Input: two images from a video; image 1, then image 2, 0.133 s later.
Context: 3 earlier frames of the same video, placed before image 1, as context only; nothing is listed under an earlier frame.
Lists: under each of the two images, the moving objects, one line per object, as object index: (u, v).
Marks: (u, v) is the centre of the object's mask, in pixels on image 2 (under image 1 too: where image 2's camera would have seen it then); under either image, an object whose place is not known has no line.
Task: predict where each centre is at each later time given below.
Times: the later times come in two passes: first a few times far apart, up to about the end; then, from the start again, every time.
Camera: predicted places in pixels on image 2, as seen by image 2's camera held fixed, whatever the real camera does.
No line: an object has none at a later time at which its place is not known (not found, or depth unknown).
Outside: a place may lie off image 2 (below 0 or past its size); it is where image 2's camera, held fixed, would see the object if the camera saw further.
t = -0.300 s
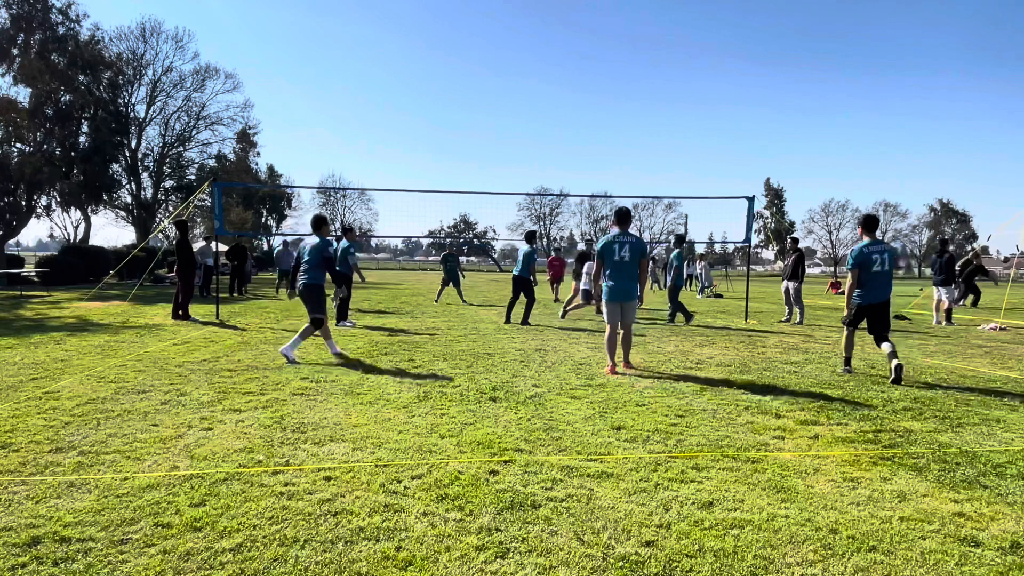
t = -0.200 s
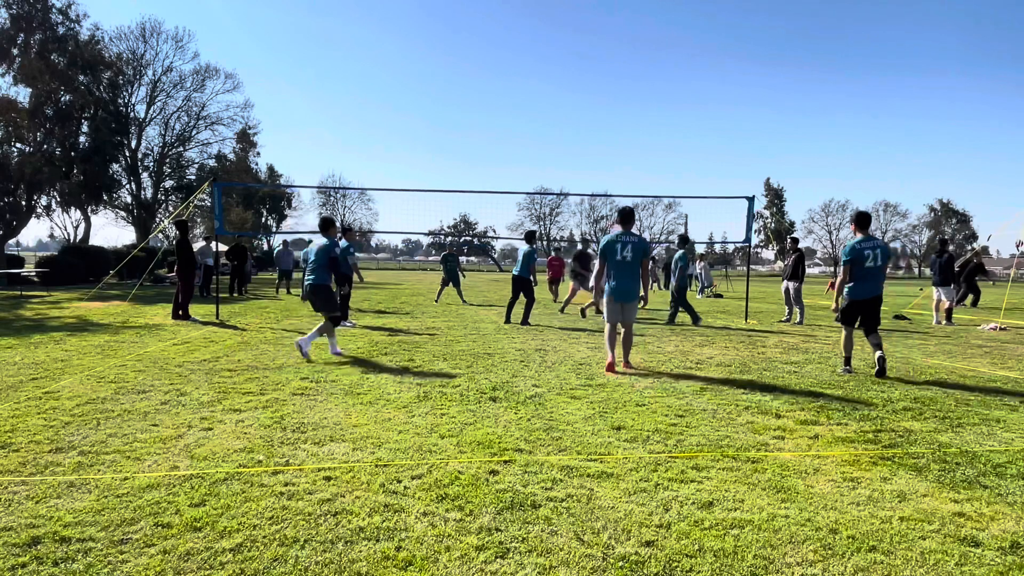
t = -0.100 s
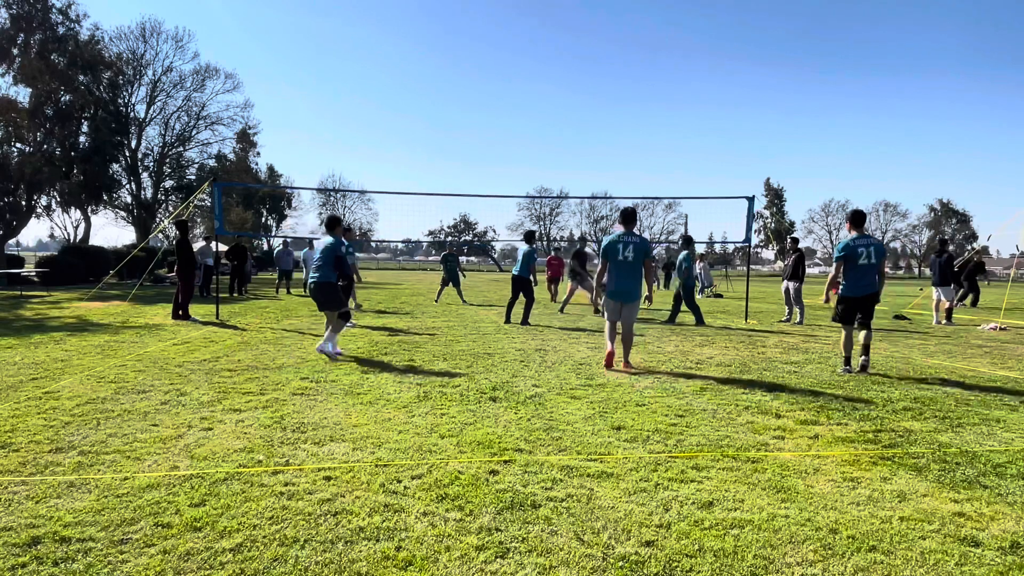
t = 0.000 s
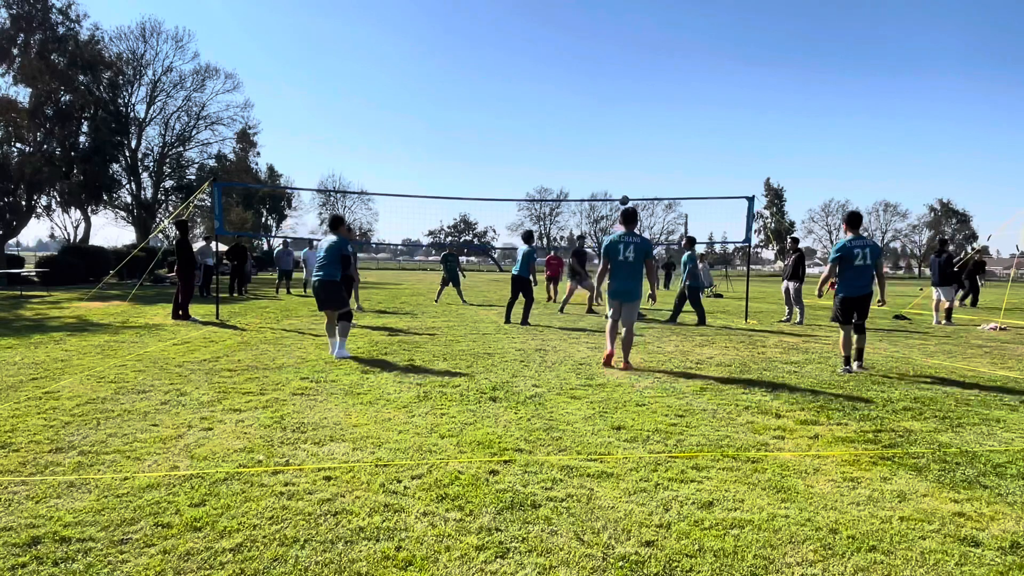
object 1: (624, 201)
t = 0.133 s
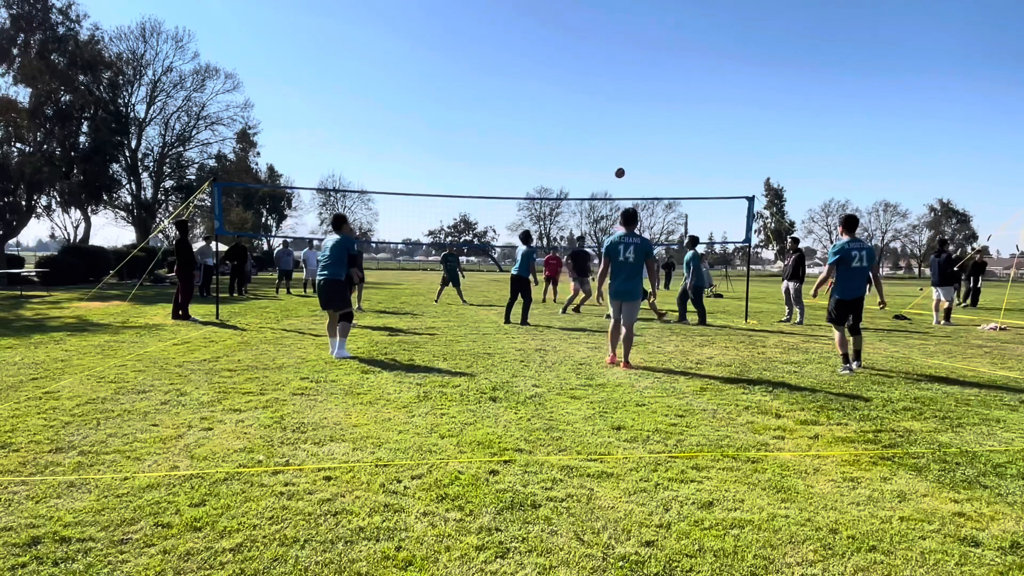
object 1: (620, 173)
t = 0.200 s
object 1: (617, 163)
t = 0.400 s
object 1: (609, 145)
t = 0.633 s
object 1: (600, 151)
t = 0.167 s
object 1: (618, 168)
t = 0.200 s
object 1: (617, 163)
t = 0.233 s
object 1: (616, 158)
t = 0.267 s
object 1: (615, 155)
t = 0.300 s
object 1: (614, 151)
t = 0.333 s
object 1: (612, 149)
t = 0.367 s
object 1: (611, 147)
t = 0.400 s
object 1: (609, 145)
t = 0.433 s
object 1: (608, 144)
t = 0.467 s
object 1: (607, 144)
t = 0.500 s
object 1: (605, 144)
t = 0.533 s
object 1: (604, 145)
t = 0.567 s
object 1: (603, 146)
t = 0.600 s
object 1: (601, 148)
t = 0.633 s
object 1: (600, 151)
